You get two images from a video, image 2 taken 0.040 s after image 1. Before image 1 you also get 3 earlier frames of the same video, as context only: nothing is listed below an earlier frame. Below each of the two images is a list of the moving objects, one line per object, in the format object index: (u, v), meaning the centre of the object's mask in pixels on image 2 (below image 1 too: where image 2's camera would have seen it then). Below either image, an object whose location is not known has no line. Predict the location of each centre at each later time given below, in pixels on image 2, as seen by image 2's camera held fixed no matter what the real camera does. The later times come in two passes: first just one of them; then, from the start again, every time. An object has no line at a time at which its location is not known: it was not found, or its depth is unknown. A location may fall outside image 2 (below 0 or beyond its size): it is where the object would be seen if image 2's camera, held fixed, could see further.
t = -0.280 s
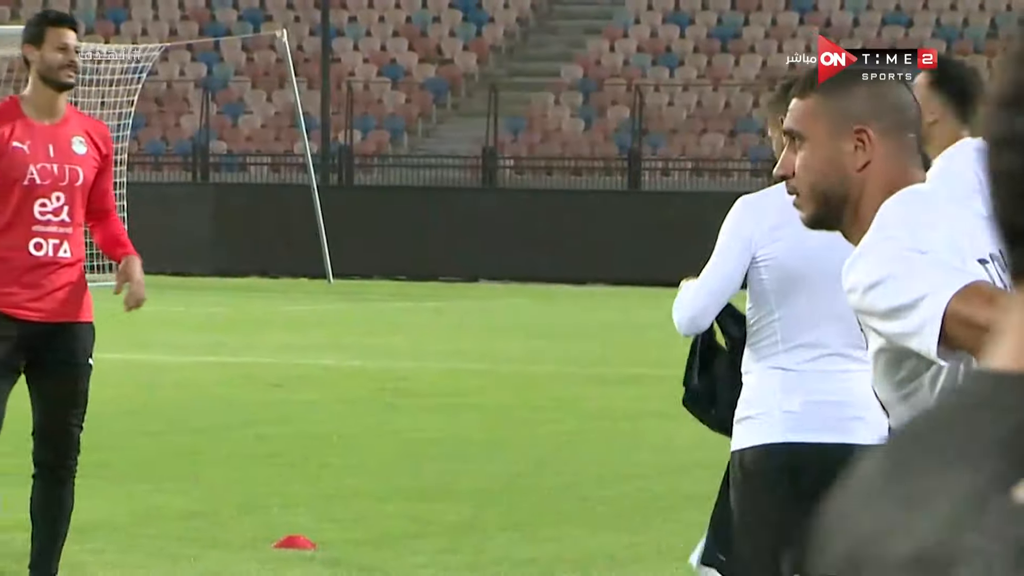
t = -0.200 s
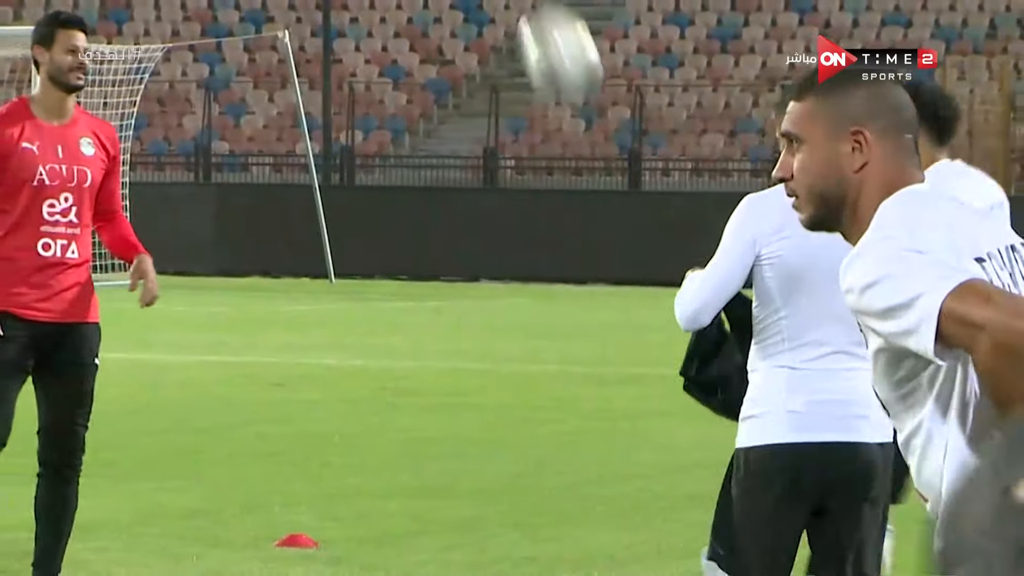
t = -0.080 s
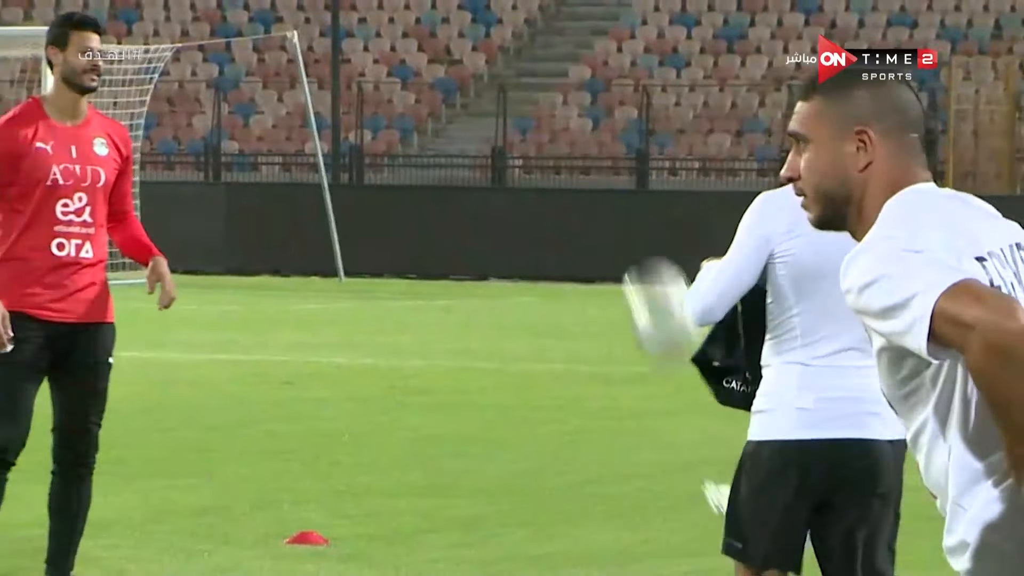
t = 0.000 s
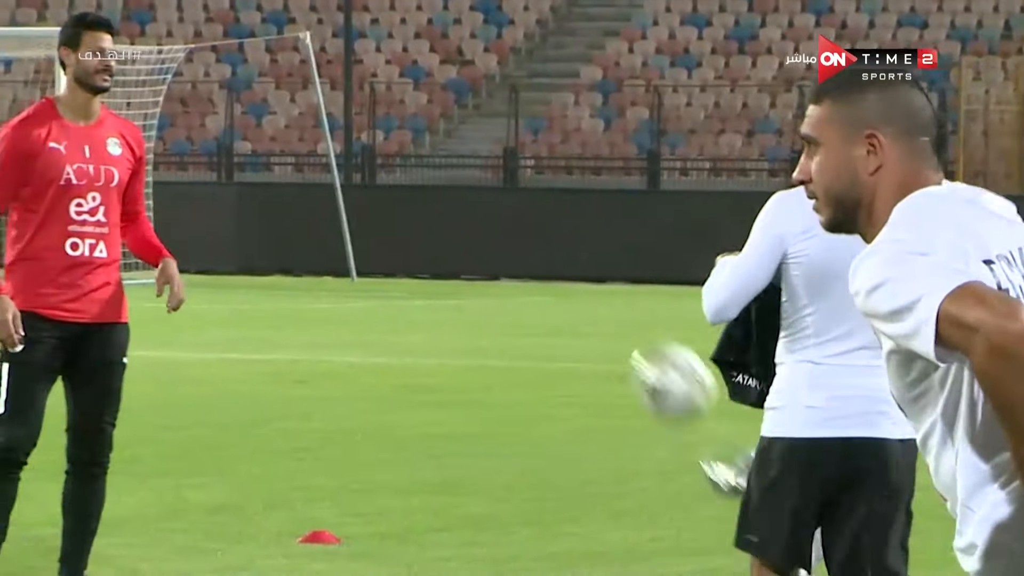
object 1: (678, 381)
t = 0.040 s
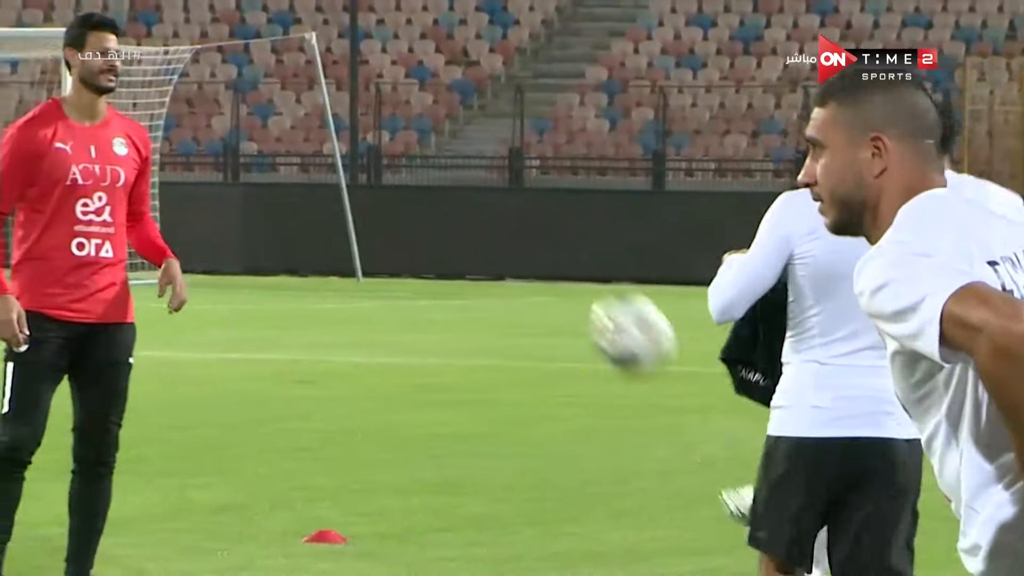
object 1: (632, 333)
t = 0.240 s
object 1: (392, 159)
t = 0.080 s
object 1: (585, 288)
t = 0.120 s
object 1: (537, 248)
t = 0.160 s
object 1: (490, 214)
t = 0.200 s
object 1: (441, 184)
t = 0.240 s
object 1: (392, 159)
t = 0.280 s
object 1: (342, 139)
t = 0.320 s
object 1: (291, 124)
